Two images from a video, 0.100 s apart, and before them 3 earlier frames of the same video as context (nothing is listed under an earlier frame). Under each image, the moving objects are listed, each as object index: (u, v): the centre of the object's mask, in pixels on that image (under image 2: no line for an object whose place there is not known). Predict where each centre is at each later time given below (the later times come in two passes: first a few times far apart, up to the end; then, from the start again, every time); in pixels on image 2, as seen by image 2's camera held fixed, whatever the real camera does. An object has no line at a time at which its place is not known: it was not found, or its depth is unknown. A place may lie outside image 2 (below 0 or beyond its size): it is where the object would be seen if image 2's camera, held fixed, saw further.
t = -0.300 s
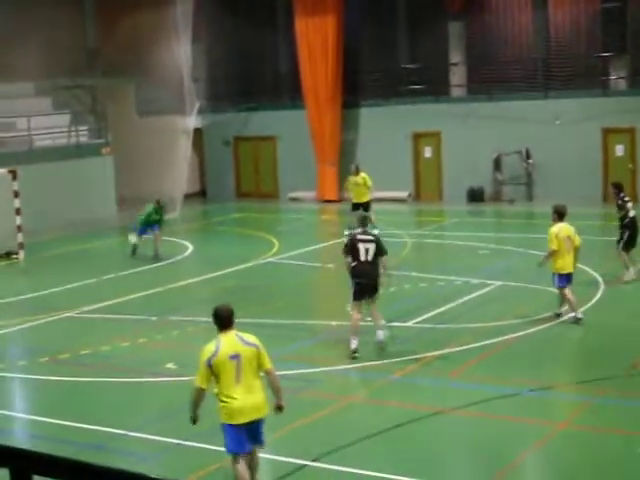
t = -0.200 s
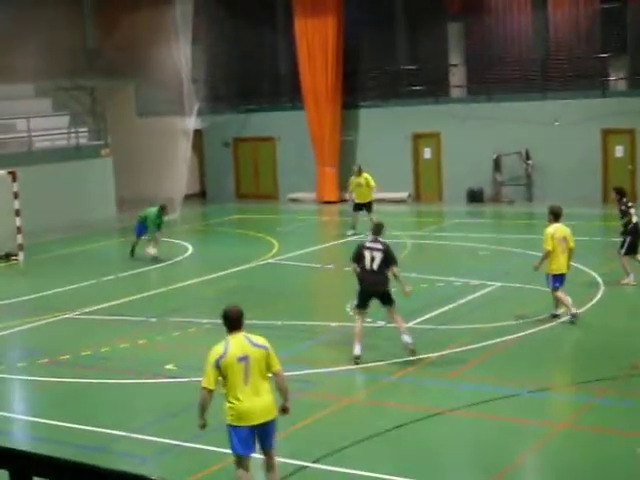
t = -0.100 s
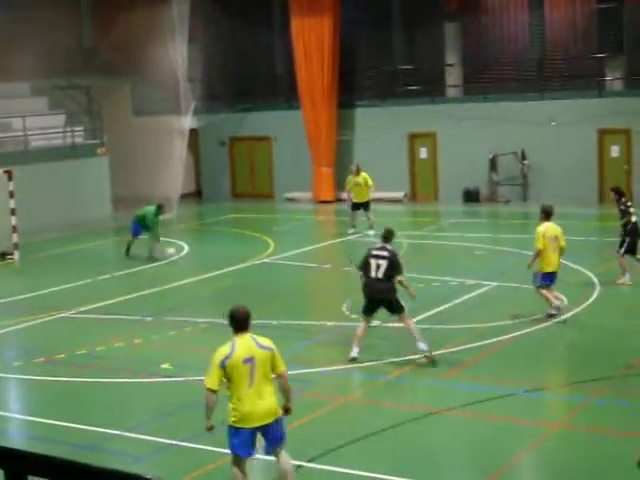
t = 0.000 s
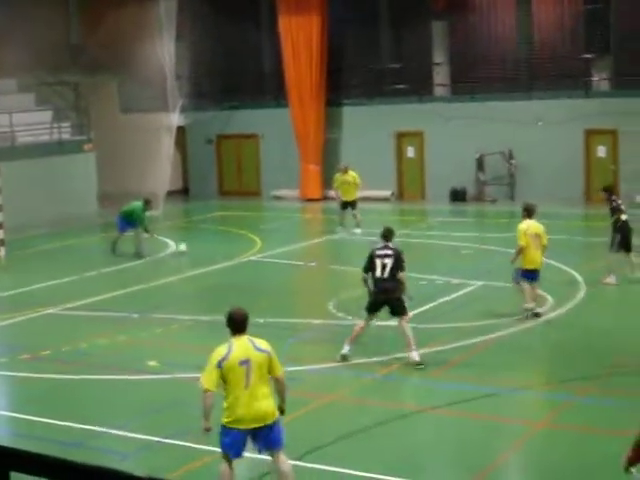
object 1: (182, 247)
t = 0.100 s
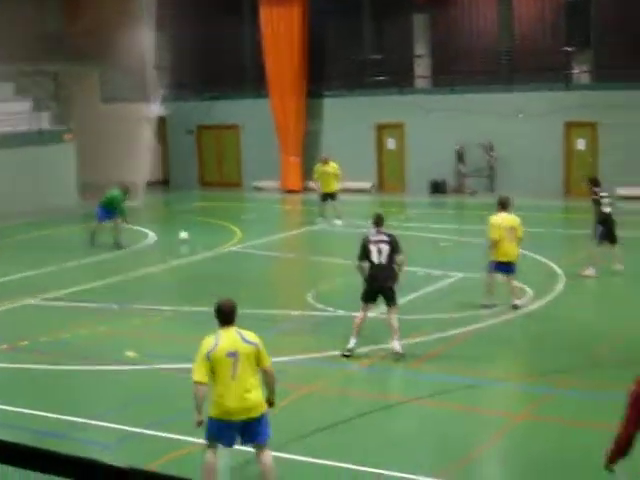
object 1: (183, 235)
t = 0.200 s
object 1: (204, 234)
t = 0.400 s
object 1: (238, 231)
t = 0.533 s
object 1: (258, 229)
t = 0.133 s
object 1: (191, 235)
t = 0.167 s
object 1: (198, 234)
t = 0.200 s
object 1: (204, 234)
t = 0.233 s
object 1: (210, 233)
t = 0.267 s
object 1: (216, 234)
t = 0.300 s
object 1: (222, 233)
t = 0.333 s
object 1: (227, 232)
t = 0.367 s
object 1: (232, 232)
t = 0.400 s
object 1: (238, 231)
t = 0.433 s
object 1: (243, 230)
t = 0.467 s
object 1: (248, 230)
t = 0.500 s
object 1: (253, 229)
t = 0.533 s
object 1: (258, 229)
